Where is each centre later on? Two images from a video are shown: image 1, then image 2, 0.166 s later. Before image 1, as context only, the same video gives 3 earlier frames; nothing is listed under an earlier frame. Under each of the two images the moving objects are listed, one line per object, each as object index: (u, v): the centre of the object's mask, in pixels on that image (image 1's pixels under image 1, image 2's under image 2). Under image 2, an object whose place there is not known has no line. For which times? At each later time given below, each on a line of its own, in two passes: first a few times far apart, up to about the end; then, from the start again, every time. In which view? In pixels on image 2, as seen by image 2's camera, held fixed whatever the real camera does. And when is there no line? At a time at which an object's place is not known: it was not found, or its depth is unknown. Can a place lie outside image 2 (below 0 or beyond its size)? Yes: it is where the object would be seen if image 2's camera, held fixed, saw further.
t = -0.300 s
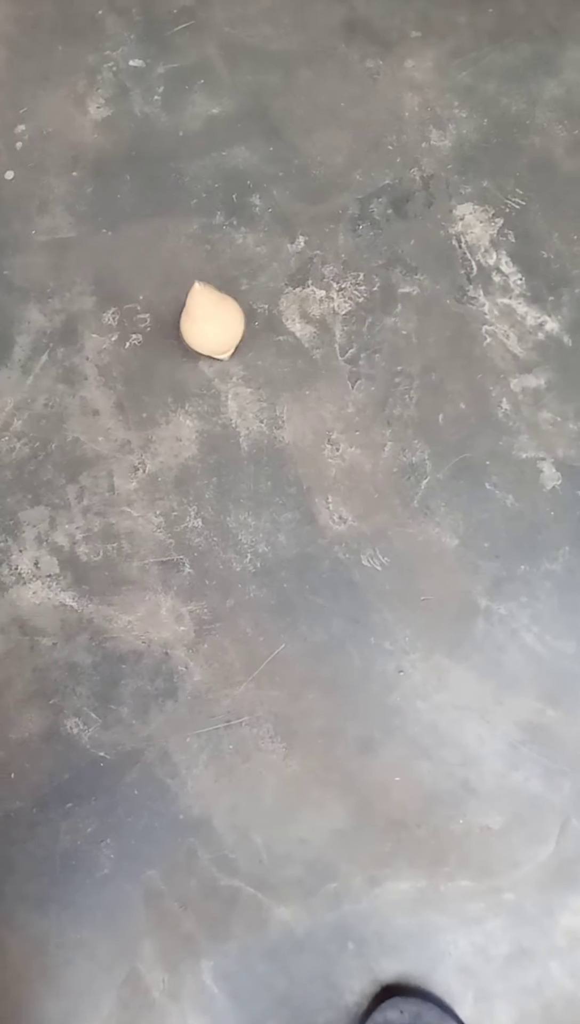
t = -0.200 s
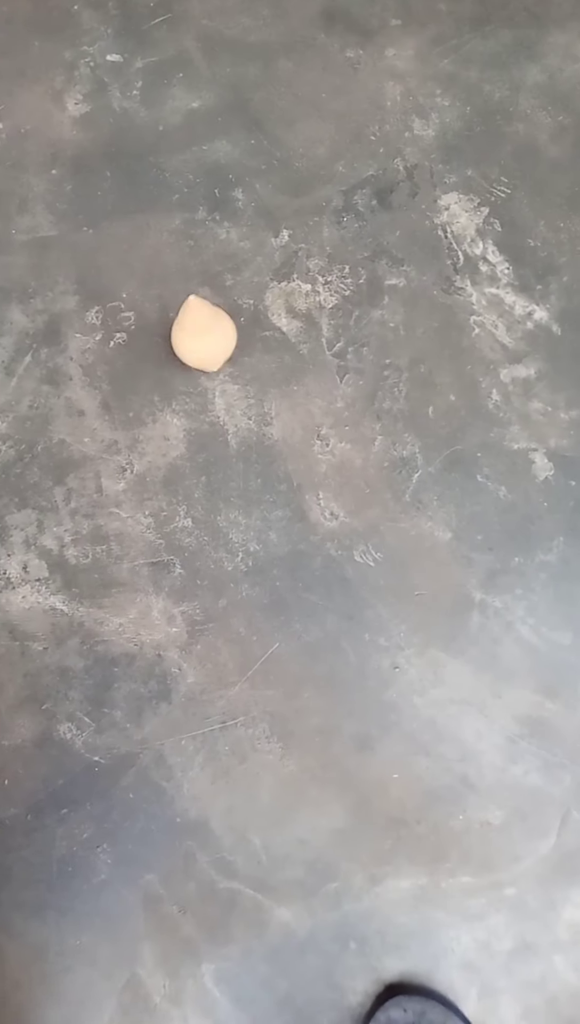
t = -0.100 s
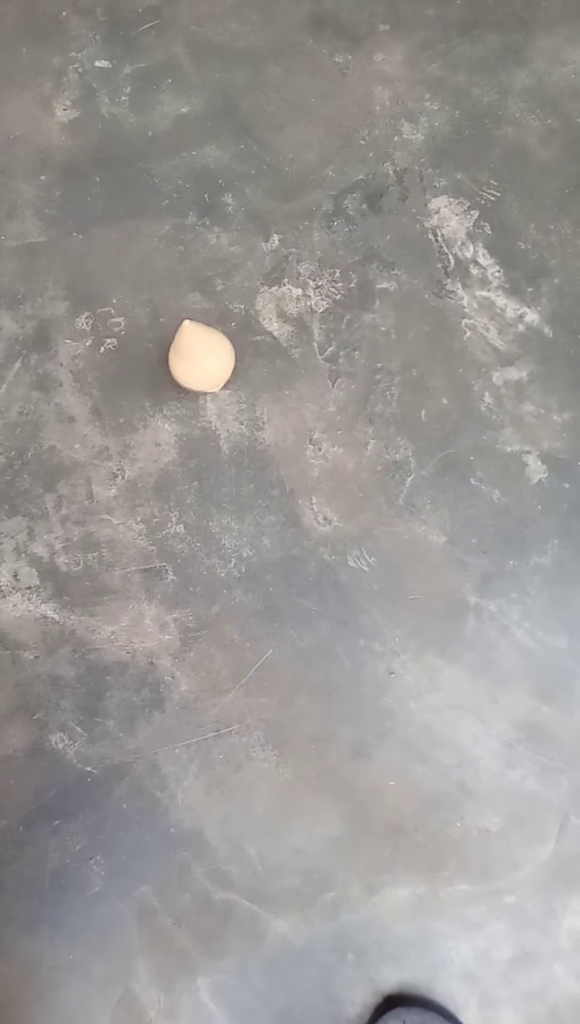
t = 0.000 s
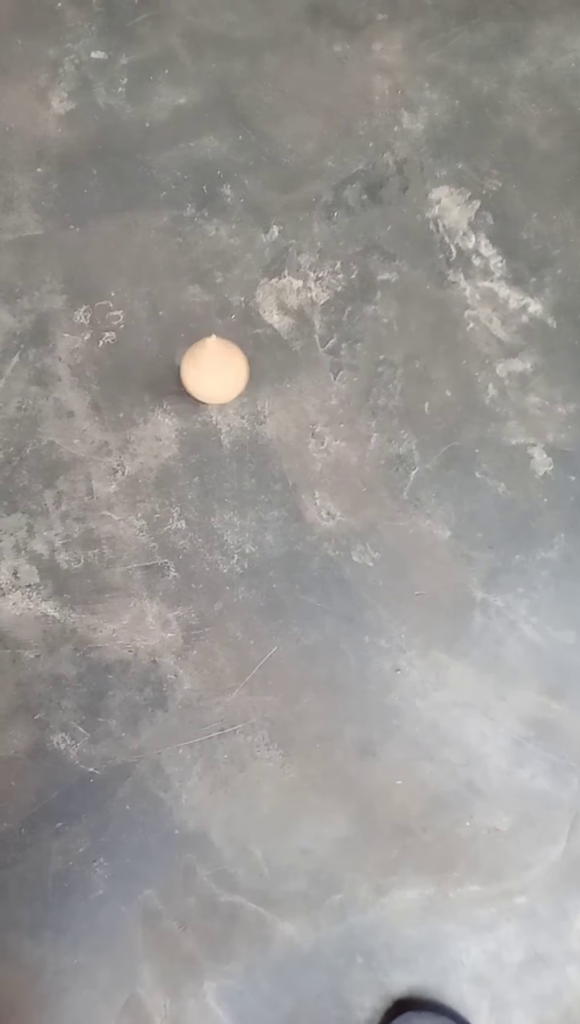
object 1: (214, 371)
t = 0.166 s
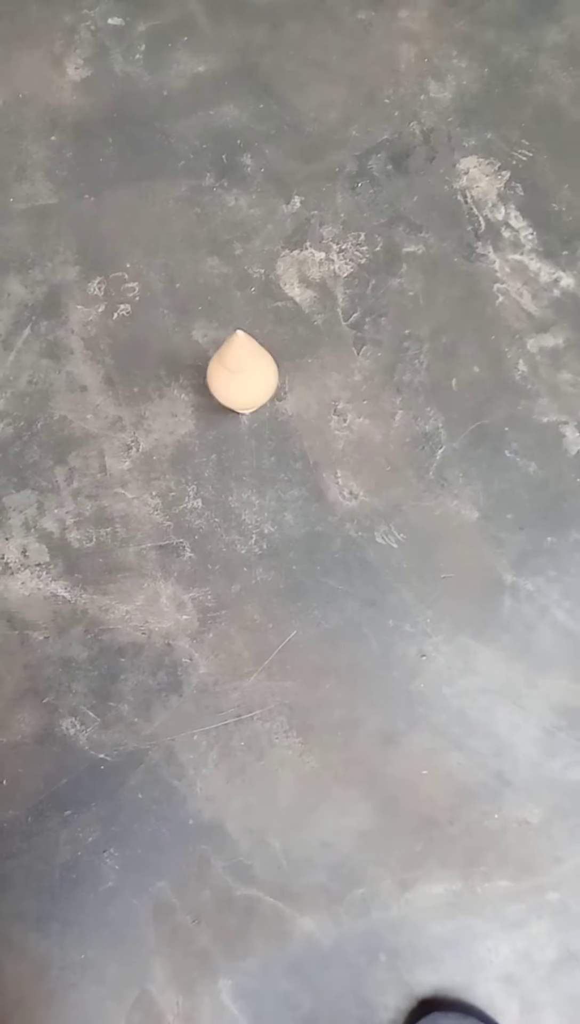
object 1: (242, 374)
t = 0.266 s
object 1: (250, 397)
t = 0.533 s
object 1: (269, 452)
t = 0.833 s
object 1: (287, 521)
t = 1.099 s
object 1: (295, 586)
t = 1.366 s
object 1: (270, 643)
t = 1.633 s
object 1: (245, 686)
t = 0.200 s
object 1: (243, 381)
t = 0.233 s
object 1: (245, 389)
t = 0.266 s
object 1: (250, 397)
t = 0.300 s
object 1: (250, 403)
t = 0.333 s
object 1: (254, 411)
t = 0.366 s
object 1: (255, 417)
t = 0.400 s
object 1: (259, 424)
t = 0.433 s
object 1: (260, 433)
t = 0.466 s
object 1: (264, 439)
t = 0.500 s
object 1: (266, 446)
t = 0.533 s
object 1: (269, 452)
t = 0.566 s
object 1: (269, 459)
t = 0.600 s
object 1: (272, 466)
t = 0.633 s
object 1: (275, 473)
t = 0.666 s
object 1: (275, 480)
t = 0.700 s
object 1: (278, 490)
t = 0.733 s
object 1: (279, 496)
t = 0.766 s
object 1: (281, 505)
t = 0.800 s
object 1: (283, 513)
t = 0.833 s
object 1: (287, 521)
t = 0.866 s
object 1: (288, 529)
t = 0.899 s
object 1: (290, 538)
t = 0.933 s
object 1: (293, 546)
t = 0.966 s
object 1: (294, 556)
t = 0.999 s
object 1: (298, 564)
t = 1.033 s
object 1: (299, 572)
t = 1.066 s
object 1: (298, 580)
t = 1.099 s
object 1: (295, 586)
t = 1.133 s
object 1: (292, 593)
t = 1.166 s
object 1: (288, 601)
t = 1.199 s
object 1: (286, 608)
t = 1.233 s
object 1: (282, 615)
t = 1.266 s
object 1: (281, 622)
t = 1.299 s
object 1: (277, 628)
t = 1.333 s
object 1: (273, 636)
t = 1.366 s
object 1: (270, 643)
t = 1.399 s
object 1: (266, 649)
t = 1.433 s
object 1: (262, 655)
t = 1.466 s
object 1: (257, 660)
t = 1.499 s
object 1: (253, 667)
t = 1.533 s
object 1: (251, 674)
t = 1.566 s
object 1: (251, 679)
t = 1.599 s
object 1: (248, 683)
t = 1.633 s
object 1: (245, 686)
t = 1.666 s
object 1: (242, 687)
